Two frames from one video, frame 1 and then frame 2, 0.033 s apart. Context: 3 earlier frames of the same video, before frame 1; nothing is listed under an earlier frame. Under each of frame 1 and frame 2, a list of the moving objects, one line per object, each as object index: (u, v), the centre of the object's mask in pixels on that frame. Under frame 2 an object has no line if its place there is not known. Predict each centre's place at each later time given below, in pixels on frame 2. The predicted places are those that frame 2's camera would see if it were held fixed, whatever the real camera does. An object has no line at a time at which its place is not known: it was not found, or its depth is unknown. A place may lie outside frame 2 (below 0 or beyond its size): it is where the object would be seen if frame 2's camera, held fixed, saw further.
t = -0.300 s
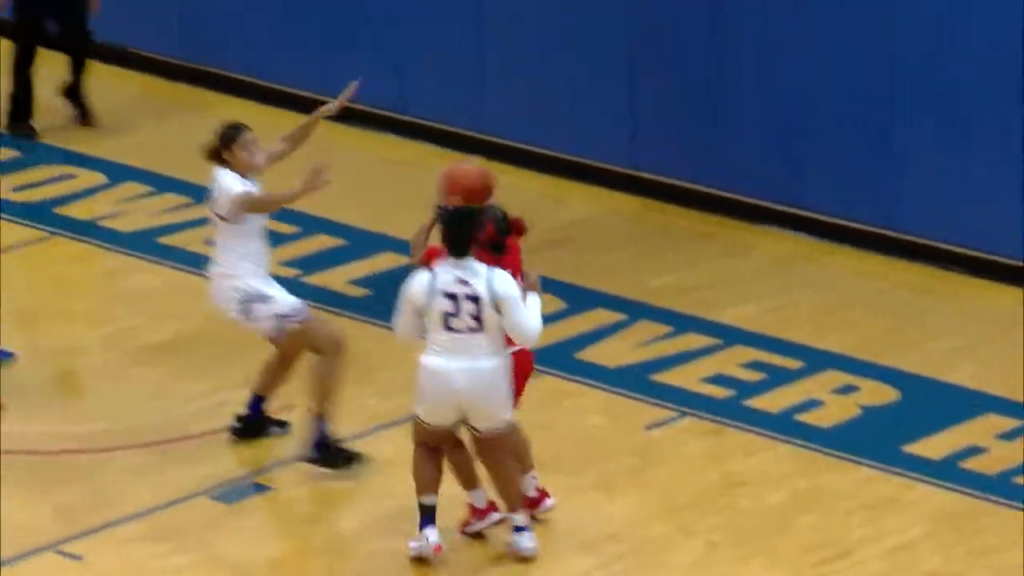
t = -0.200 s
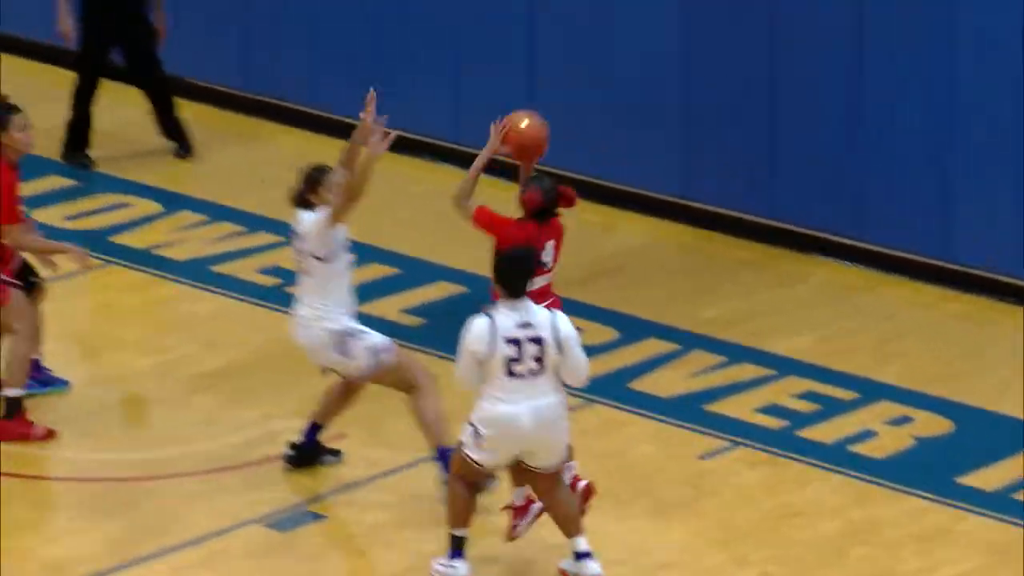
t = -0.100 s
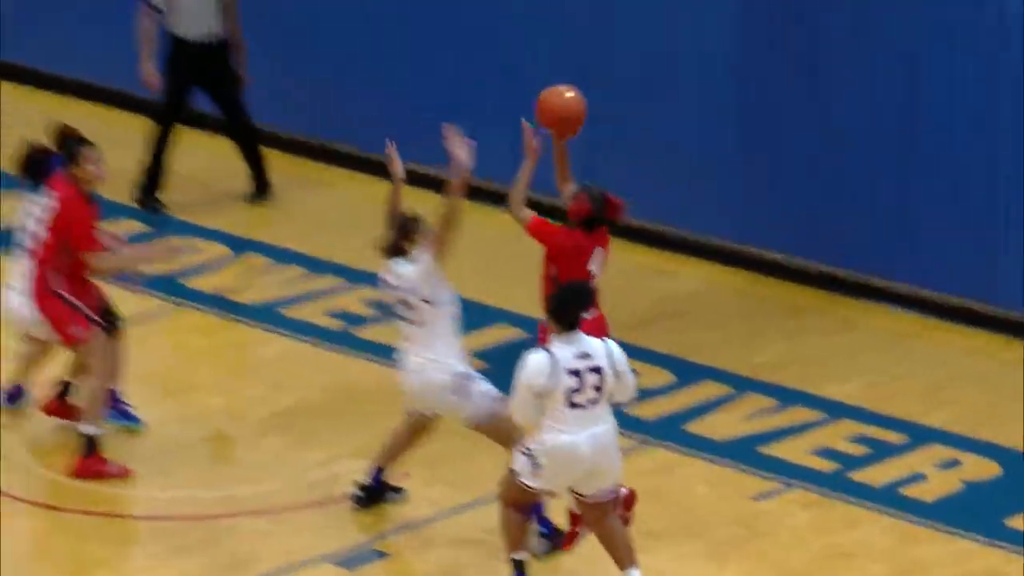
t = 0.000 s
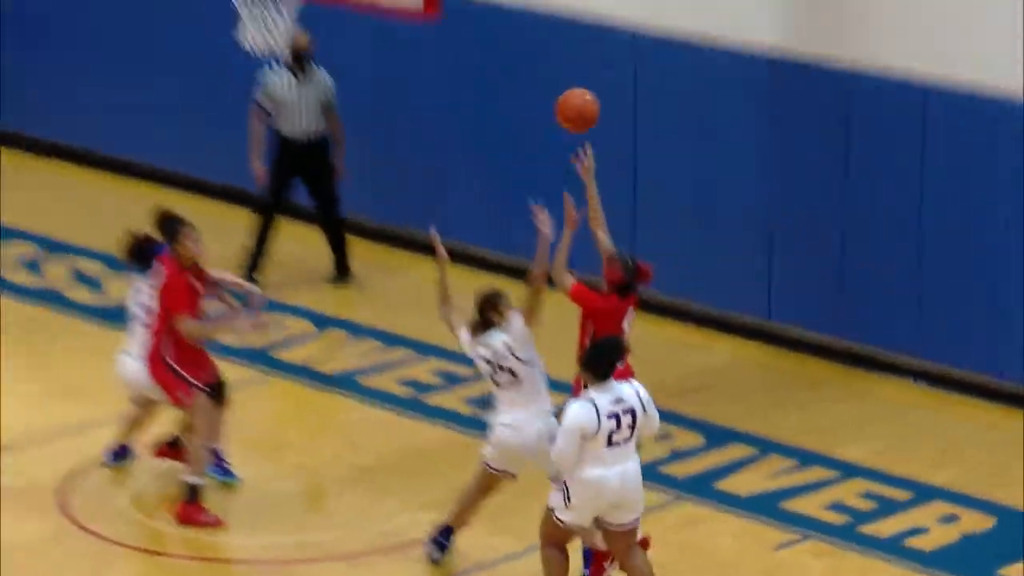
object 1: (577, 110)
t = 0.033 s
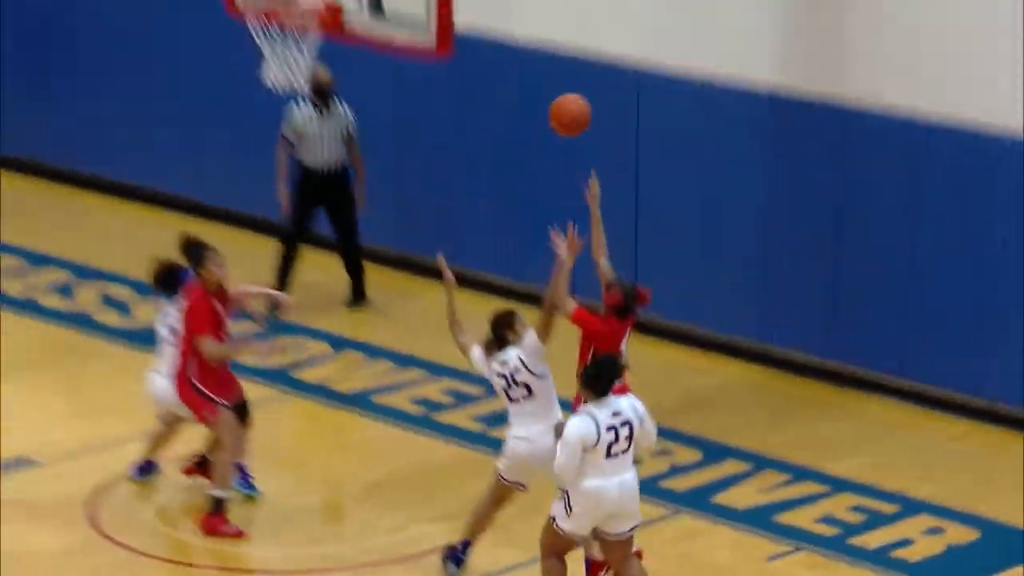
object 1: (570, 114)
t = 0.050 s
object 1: (564, 99)
